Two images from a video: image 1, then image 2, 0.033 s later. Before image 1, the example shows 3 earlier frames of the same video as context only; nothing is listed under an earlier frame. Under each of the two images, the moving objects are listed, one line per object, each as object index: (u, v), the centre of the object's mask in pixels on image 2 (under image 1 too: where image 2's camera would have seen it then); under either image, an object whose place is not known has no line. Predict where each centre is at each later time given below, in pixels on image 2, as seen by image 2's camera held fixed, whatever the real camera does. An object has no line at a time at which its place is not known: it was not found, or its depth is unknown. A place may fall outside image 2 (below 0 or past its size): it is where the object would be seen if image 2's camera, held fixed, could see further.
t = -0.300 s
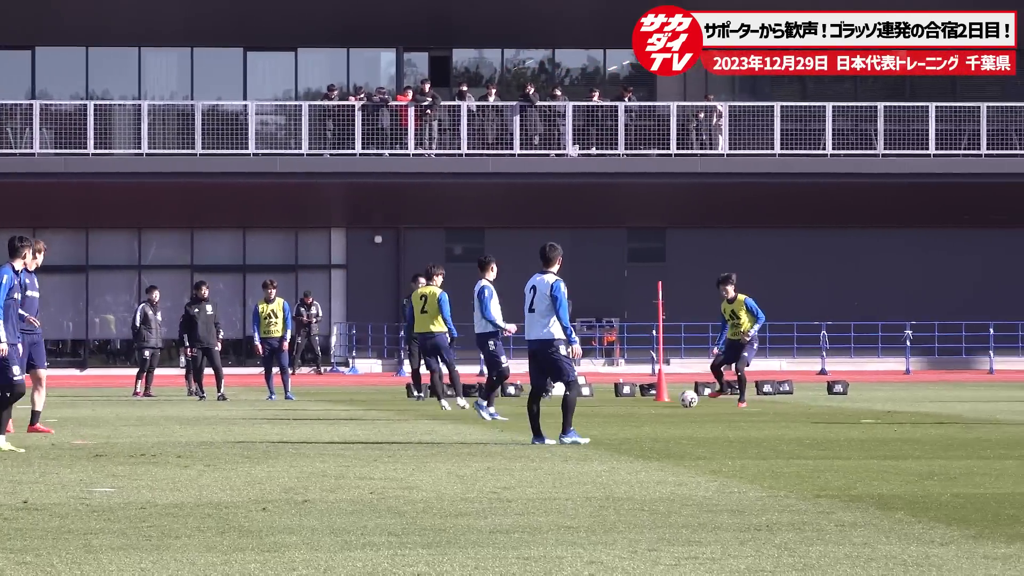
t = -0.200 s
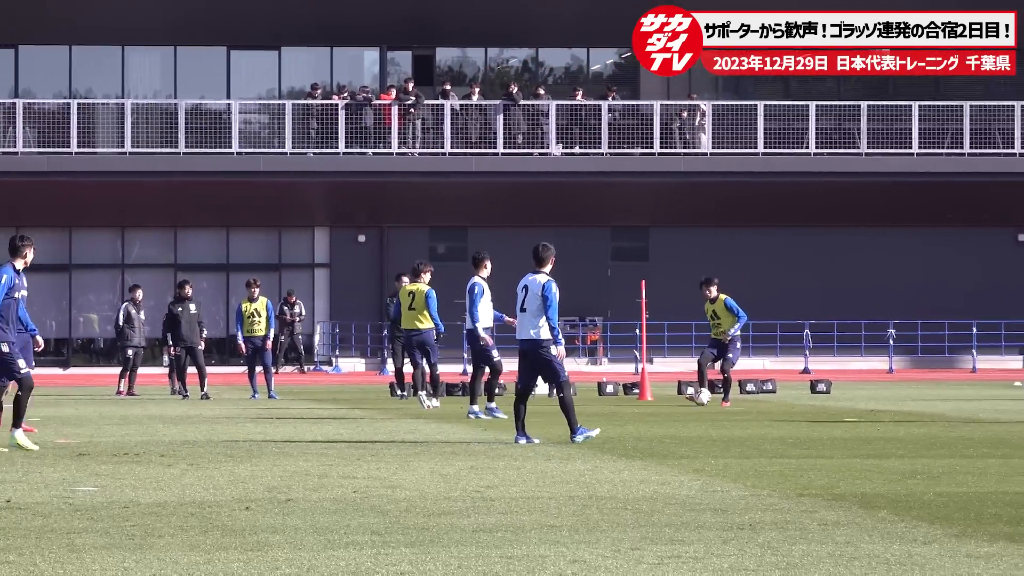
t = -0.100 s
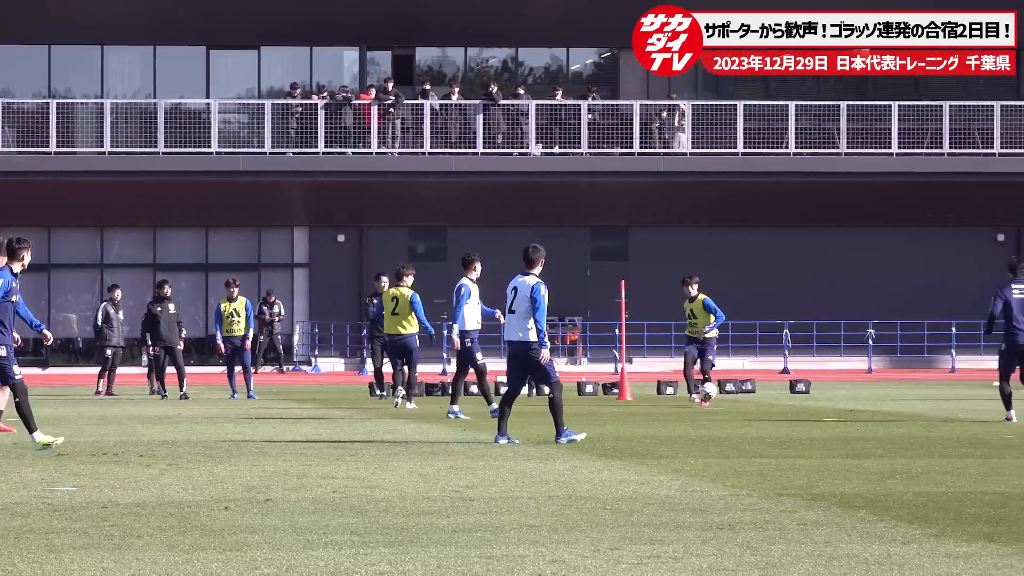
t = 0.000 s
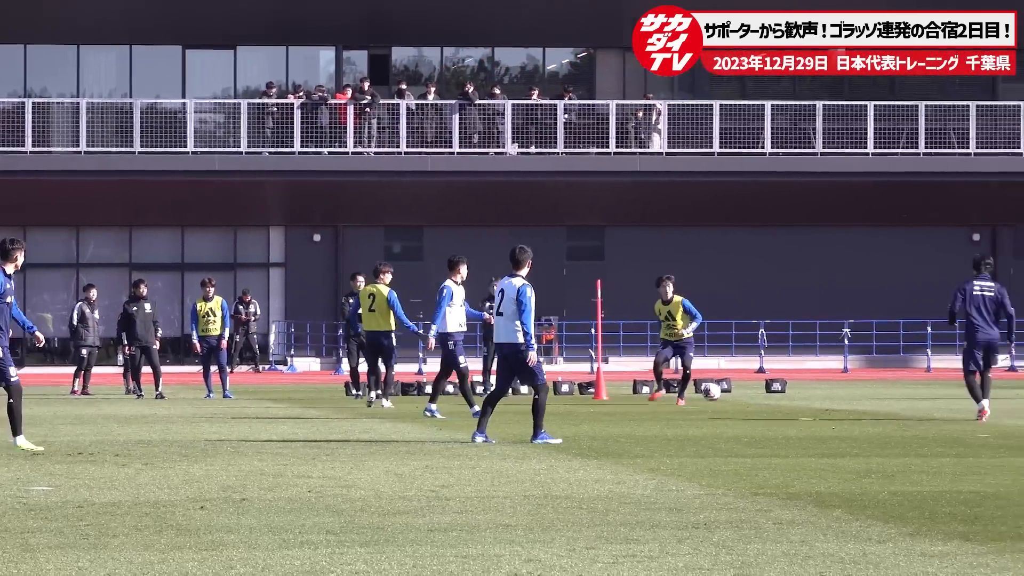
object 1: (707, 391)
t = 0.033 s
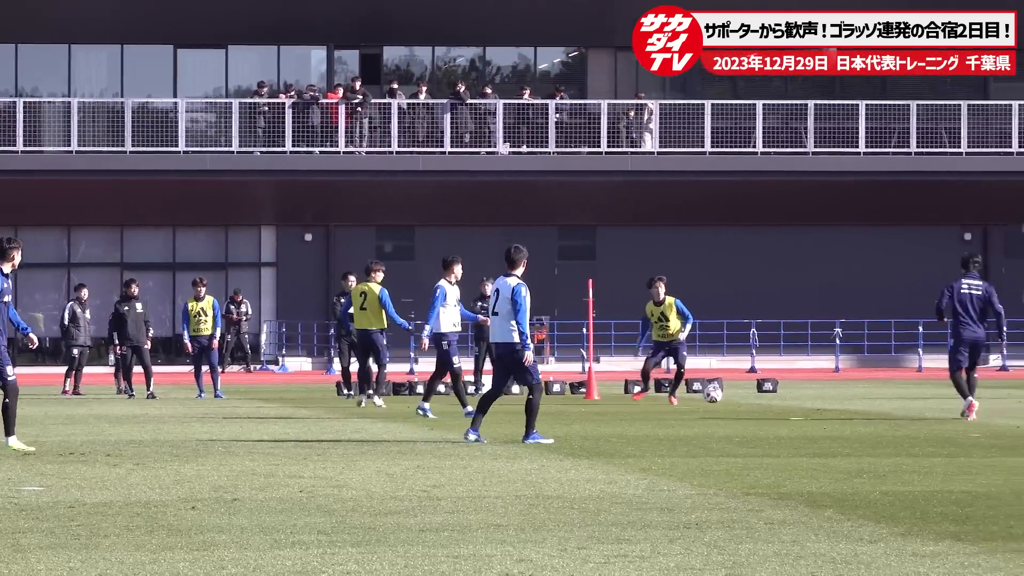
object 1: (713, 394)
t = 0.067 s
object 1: (719, 397)
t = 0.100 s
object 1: (726, 399)
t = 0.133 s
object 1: (733, 400)
